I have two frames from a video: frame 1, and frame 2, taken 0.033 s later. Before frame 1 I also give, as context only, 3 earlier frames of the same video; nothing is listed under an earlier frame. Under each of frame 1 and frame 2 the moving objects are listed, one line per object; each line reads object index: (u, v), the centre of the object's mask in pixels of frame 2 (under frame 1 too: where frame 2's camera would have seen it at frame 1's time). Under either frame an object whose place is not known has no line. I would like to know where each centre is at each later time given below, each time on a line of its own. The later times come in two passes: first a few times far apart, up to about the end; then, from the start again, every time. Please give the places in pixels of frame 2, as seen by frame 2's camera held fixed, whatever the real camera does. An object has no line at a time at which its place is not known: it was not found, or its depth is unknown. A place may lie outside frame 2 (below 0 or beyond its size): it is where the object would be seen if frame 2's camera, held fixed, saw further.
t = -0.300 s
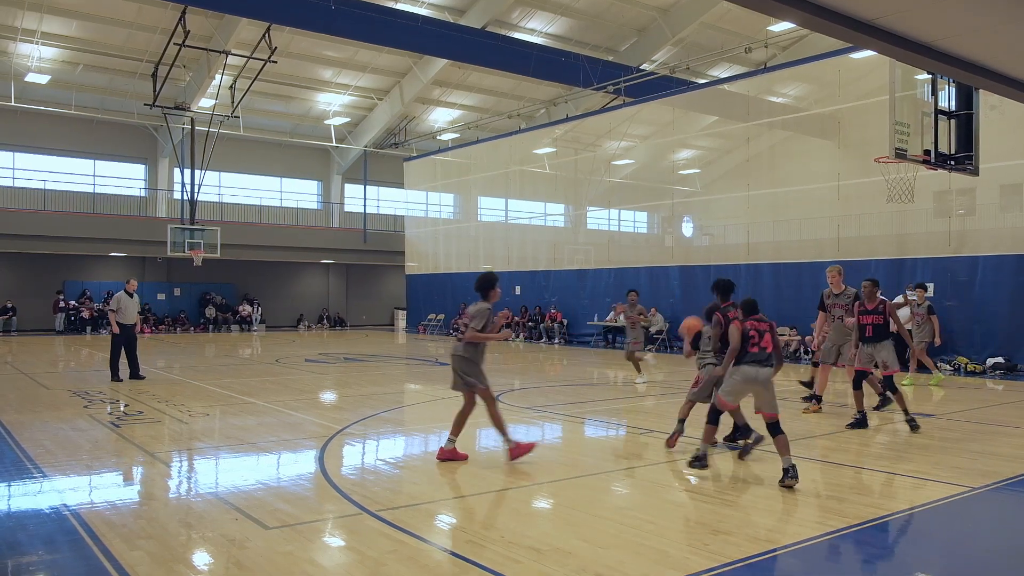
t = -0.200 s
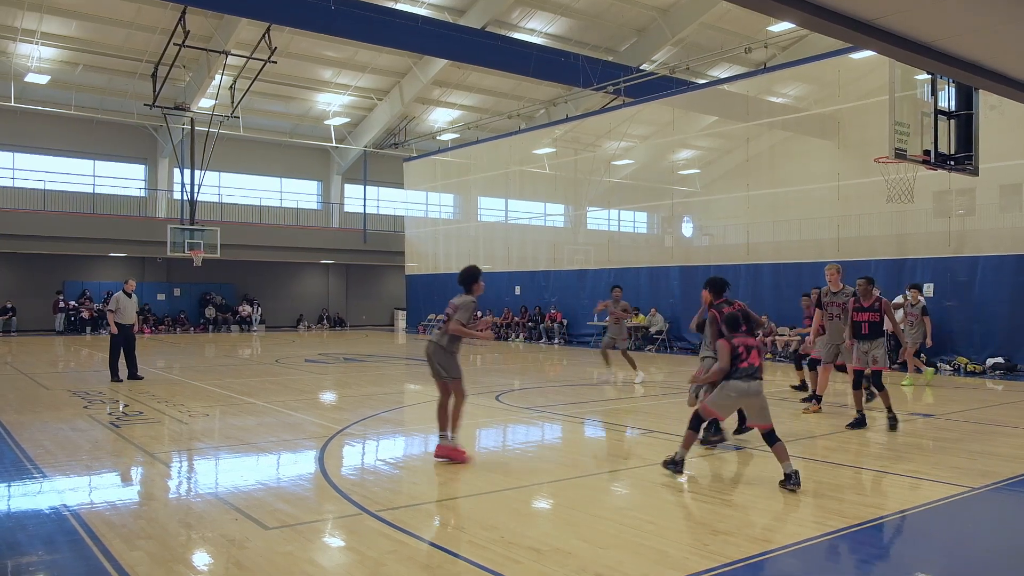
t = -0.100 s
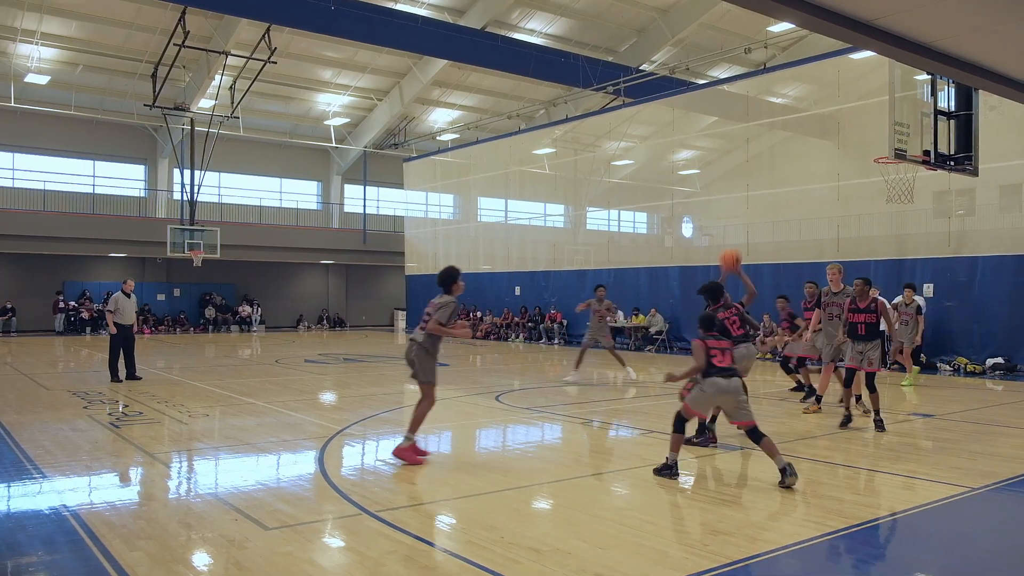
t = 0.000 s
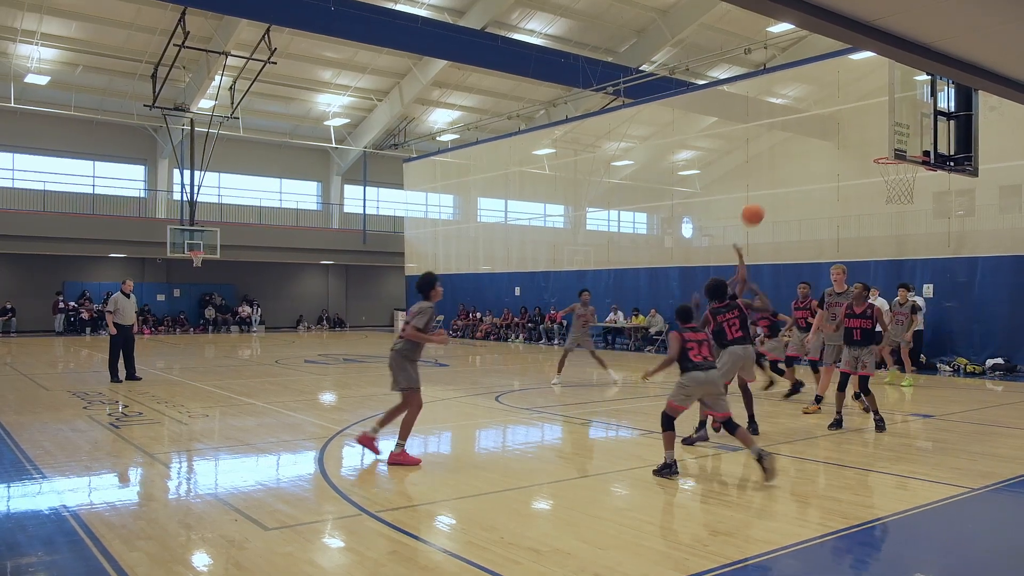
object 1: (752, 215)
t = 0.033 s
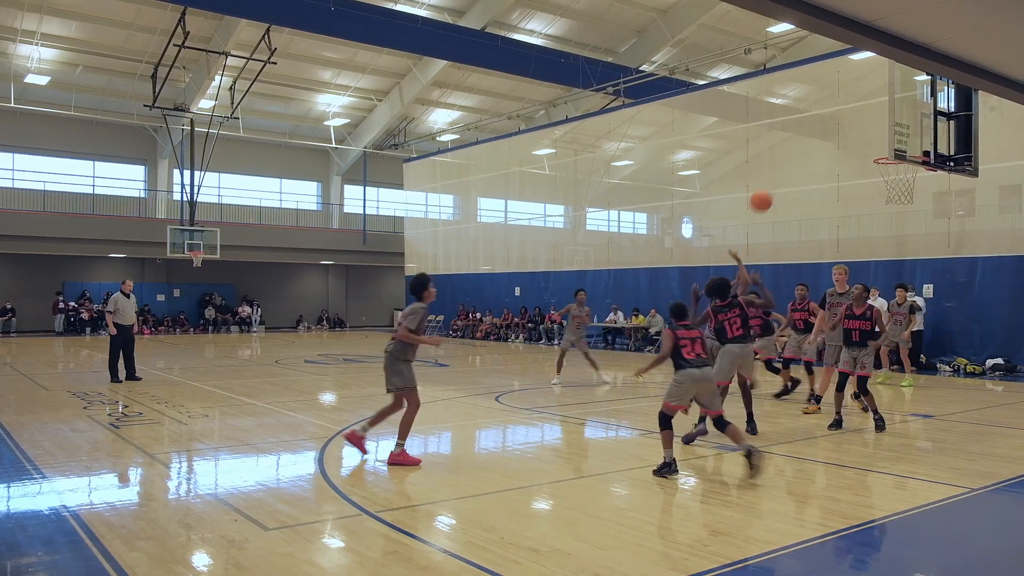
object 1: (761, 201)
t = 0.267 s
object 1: (821, 131)
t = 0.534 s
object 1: (894, 108)
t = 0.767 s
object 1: (903, 140)
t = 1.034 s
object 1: (880, 146)
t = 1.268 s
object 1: (869, 184)
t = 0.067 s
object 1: (770, 188)
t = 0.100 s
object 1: (778, 176)
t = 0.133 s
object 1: (787, 165)
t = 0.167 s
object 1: (795, 155)
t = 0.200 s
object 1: (804, 146)
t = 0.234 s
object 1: (813, 138)
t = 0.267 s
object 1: (821, 131)
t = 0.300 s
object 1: (830, 125)
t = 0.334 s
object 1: (838, 120)
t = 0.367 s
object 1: (848, 115)
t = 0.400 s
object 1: (856, 112)
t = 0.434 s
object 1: (865, 110)
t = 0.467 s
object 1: (874, 108)
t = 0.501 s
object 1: (880, 108)
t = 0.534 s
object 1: (894, 108)
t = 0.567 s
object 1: (904, 109)
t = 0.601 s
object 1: (911, 112)
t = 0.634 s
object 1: (912, 116)
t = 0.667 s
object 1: (909, 121)
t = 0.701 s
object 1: (906, 127)
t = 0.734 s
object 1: (904, 134)
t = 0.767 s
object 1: (903, 140)
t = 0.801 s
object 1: (901, 144)
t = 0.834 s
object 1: (885, 153)
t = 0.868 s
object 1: (884, 150)
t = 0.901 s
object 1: (884, 148)
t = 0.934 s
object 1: (883, 147)
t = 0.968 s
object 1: (882, 146)
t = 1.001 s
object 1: (881, 146)
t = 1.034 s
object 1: (880, 146)
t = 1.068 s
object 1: (879, 149)
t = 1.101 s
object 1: (878, 151)
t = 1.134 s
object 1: (877, 155)
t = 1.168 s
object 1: (875, 161)
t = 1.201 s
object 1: (873, 167)
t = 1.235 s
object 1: (871, 175)
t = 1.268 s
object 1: (869, 184)
